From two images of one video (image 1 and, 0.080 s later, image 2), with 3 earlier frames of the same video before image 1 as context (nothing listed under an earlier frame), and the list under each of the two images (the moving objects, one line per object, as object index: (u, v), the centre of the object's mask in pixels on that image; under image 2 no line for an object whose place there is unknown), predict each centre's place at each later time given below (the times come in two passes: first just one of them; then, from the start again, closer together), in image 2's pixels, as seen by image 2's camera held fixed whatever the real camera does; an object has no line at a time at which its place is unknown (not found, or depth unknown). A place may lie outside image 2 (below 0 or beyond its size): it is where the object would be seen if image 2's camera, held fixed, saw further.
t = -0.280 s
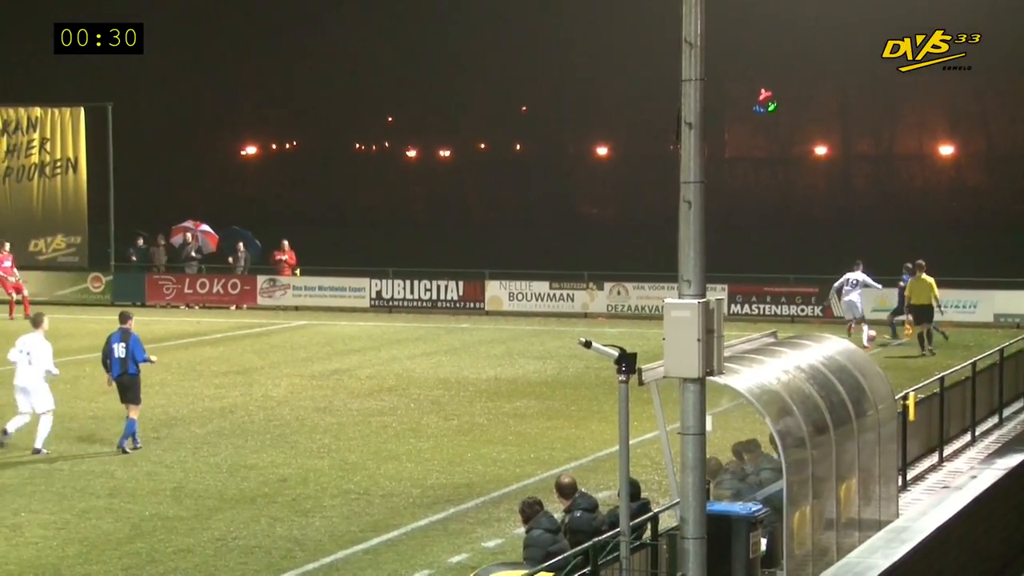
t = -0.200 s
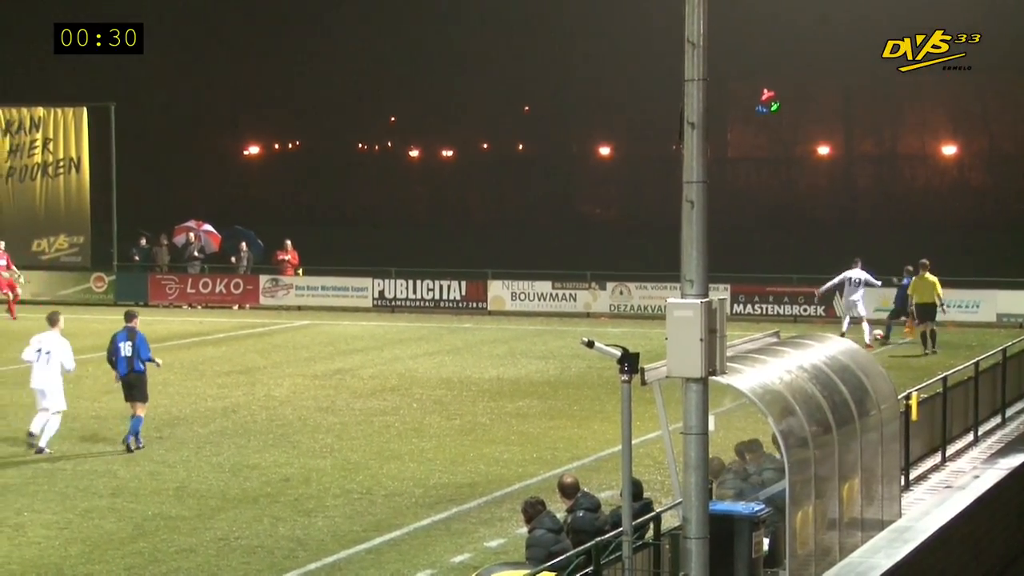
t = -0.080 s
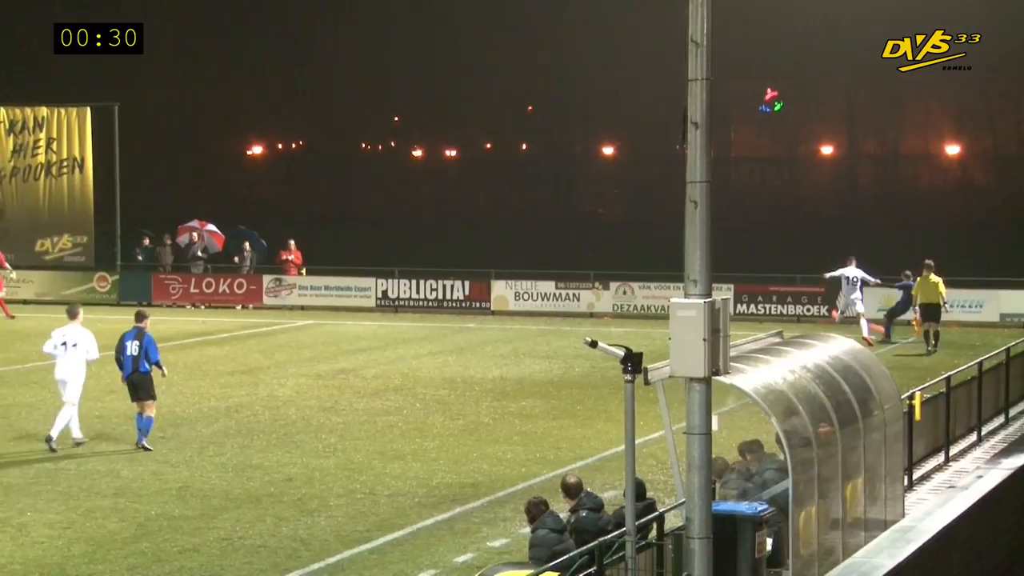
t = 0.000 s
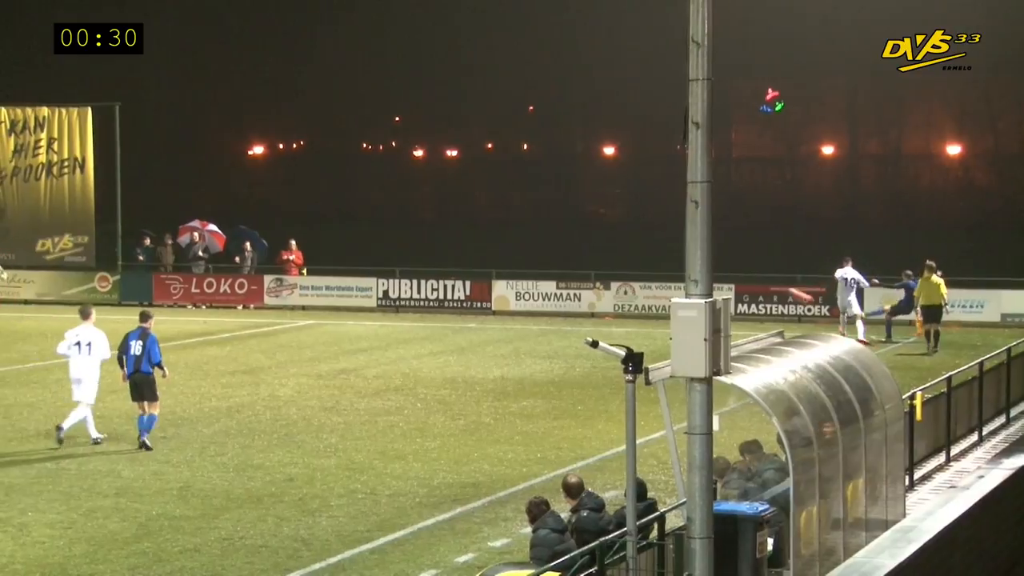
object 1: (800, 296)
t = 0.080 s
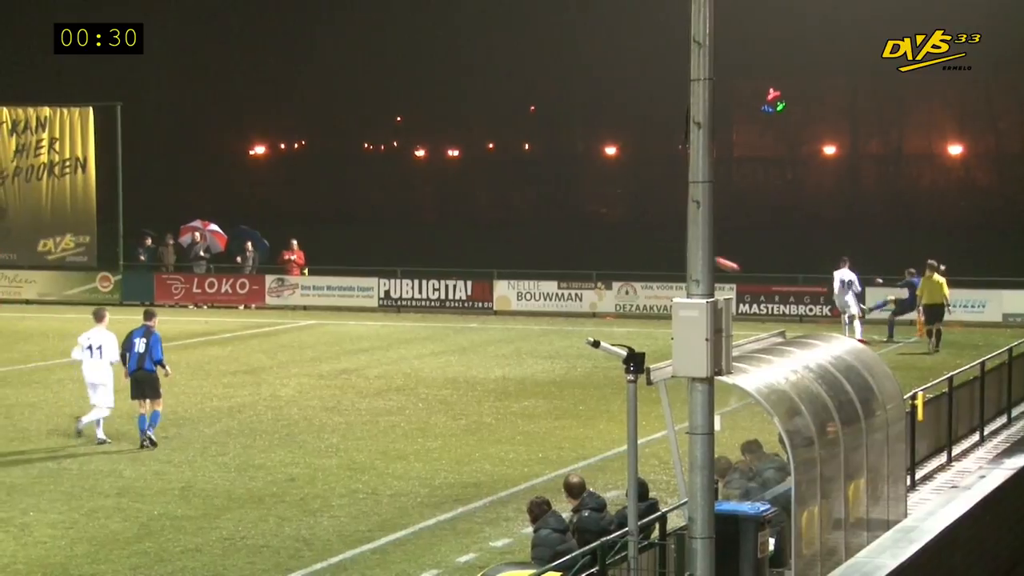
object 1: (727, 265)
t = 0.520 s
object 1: (358, 141)
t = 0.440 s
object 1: (422, 156)
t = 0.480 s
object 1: (389, 149)
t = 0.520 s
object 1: (358, 141)
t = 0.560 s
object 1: (327, 134)
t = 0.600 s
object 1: (297, 127)
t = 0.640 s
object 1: (266, 120)
